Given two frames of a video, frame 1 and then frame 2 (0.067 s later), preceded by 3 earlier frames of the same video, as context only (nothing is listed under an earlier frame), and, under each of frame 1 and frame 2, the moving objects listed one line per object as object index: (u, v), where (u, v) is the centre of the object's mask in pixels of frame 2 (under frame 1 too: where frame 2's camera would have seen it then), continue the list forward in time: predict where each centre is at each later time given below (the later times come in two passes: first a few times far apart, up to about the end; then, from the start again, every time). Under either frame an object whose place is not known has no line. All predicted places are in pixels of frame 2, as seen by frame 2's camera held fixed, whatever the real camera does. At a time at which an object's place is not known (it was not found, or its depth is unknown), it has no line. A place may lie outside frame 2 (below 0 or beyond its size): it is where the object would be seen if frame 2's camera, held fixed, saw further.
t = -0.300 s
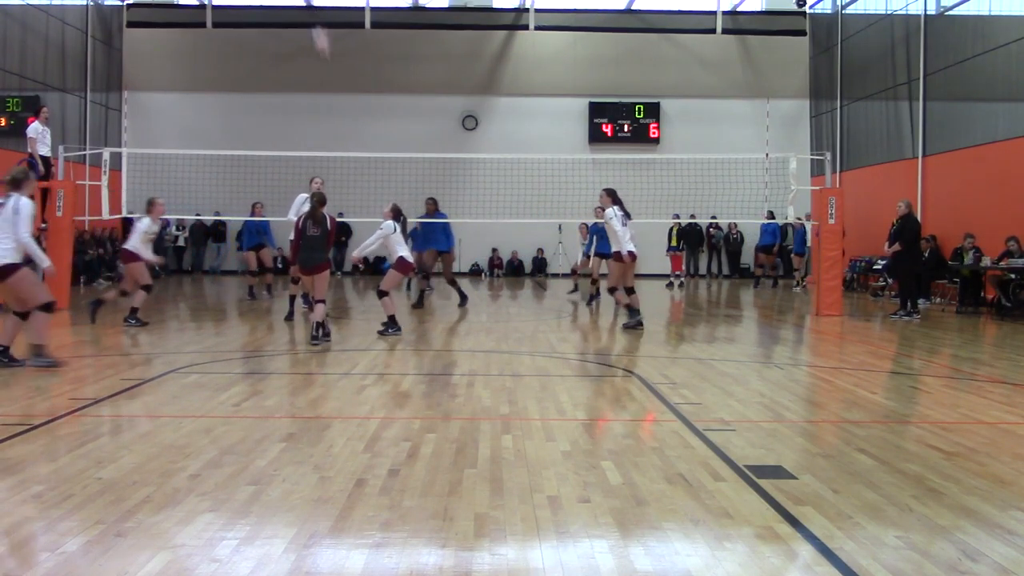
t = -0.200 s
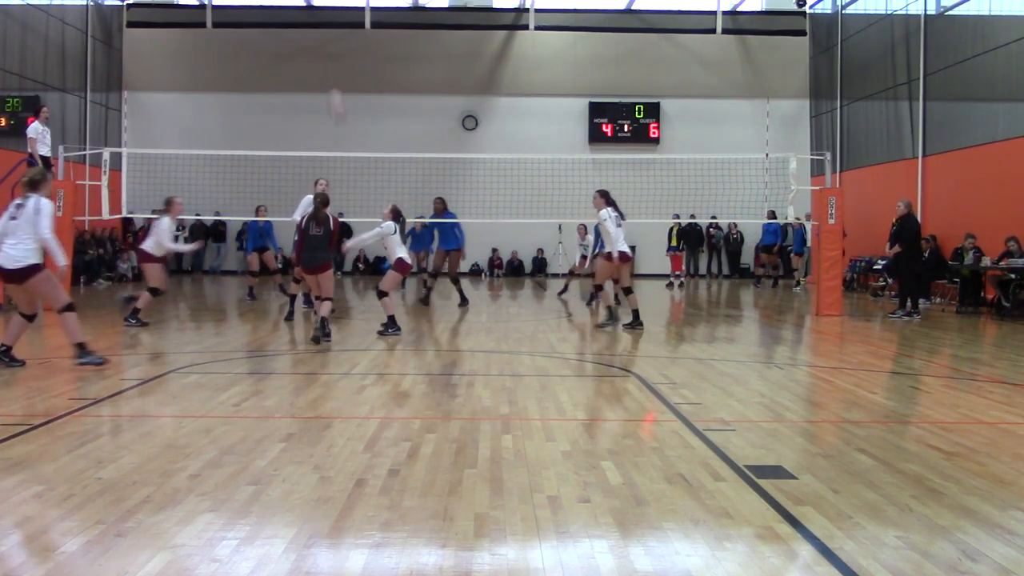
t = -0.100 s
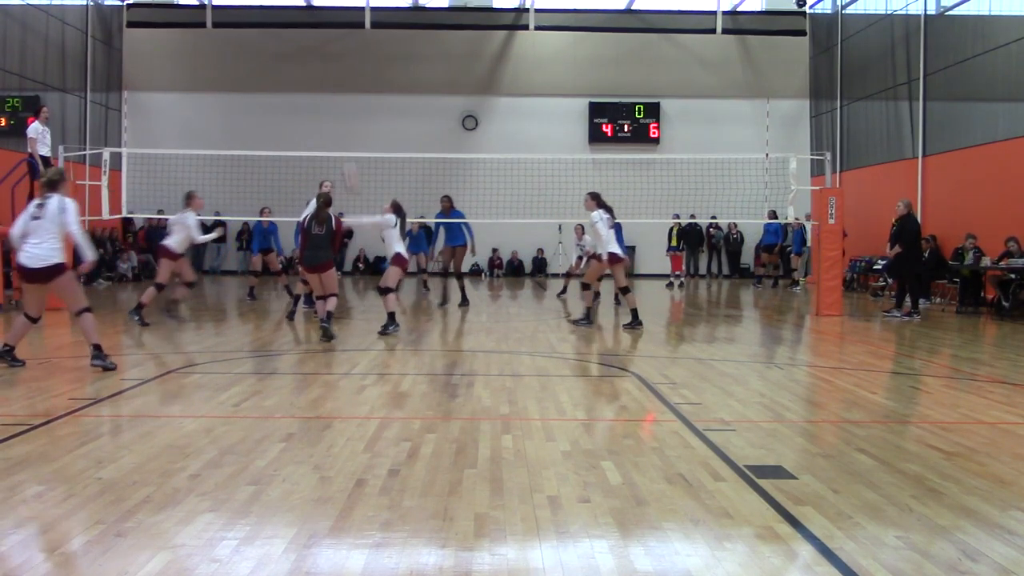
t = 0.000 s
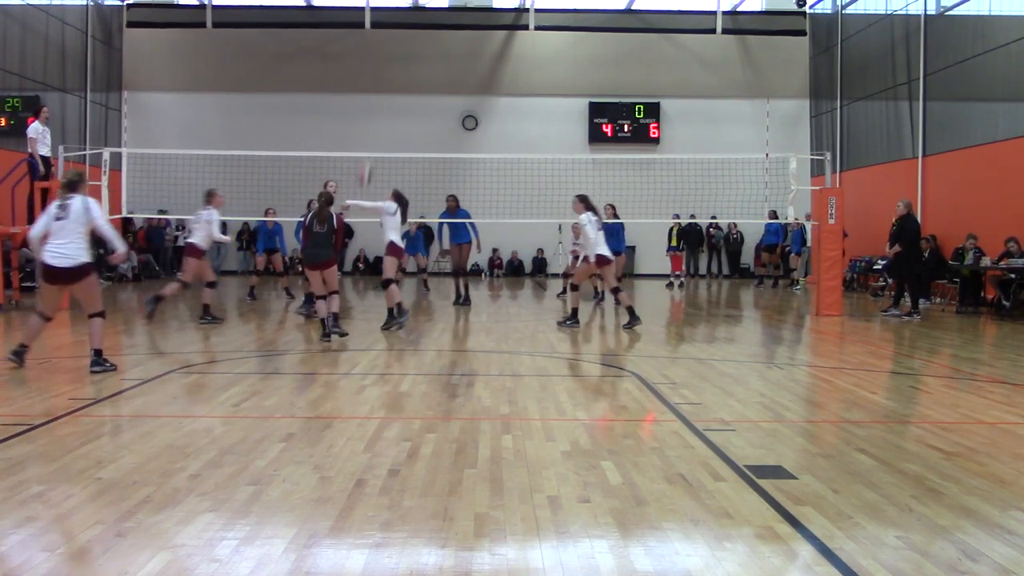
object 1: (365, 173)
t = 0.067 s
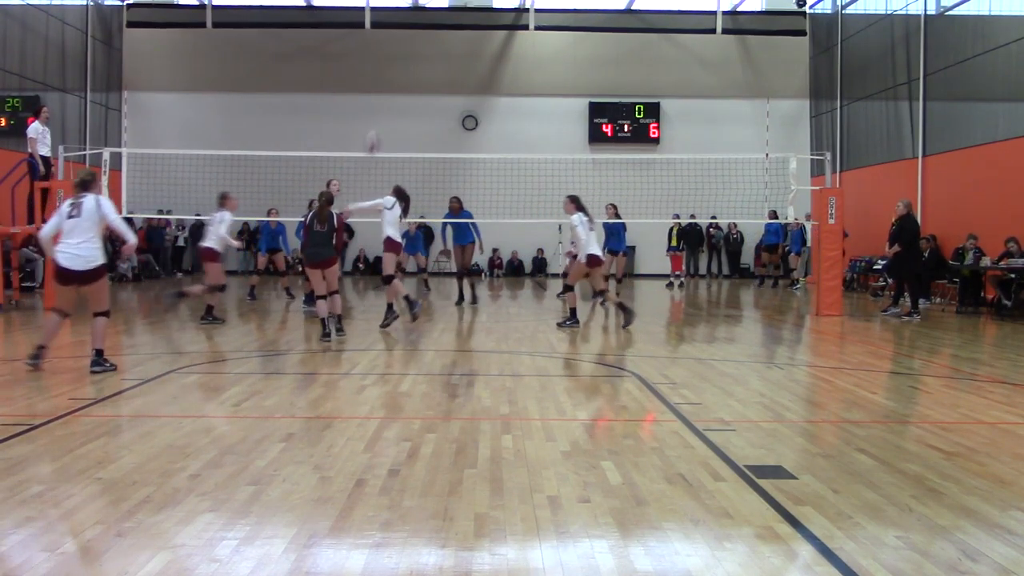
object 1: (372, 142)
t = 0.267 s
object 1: (390, 83)
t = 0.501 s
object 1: (409, 64)
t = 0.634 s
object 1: (418, 71)
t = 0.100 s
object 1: (375, 129)
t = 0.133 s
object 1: (377, 118)
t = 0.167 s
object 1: (381, 108)
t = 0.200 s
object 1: (384, 98)
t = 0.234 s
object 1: (387, 91)
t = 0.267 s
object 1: (390, 83)
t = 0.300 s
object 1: (393, 77)
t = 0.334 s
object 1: (396, 73)
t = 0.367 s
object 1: (398, 70)
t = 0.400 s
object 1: (402, 67)
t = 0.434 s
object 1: (404, 66)
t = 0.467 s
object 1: (407, 65)
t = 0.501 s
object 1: (409, 64)
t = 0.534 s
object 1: (412, 66)
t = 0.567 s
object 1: (414, 67)
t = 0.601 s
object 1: (416, 69)
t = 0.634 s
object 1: (418, 71)
